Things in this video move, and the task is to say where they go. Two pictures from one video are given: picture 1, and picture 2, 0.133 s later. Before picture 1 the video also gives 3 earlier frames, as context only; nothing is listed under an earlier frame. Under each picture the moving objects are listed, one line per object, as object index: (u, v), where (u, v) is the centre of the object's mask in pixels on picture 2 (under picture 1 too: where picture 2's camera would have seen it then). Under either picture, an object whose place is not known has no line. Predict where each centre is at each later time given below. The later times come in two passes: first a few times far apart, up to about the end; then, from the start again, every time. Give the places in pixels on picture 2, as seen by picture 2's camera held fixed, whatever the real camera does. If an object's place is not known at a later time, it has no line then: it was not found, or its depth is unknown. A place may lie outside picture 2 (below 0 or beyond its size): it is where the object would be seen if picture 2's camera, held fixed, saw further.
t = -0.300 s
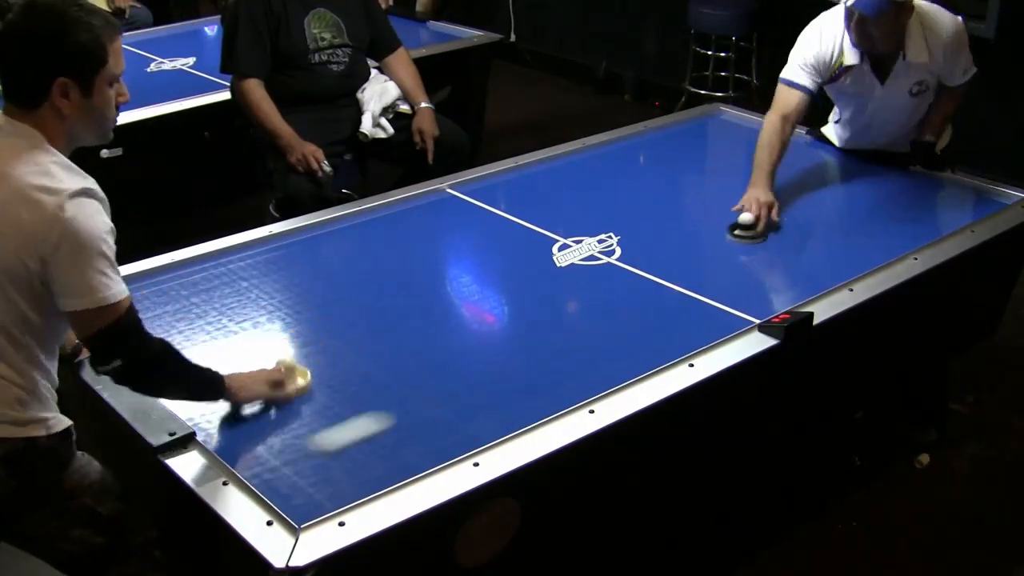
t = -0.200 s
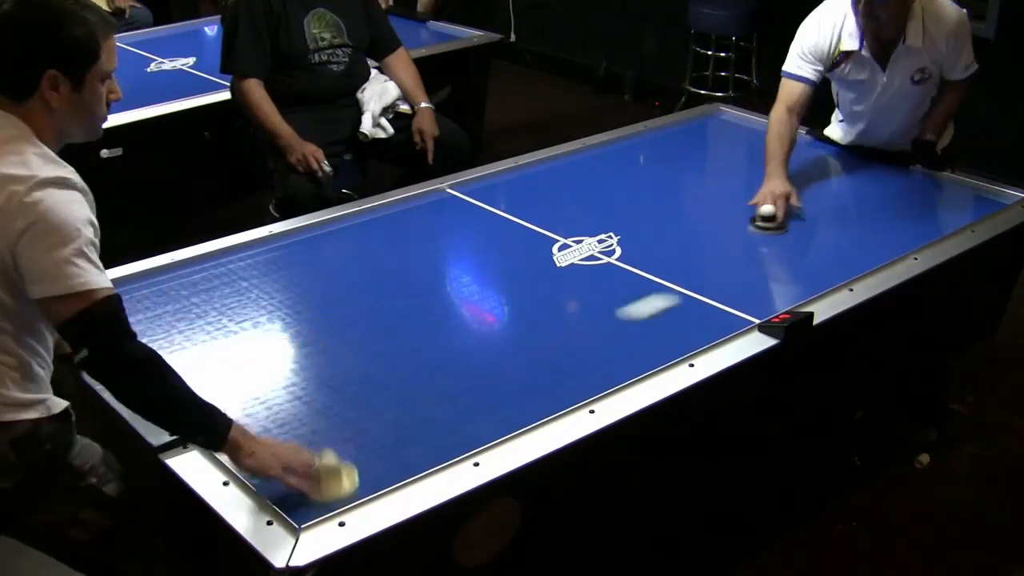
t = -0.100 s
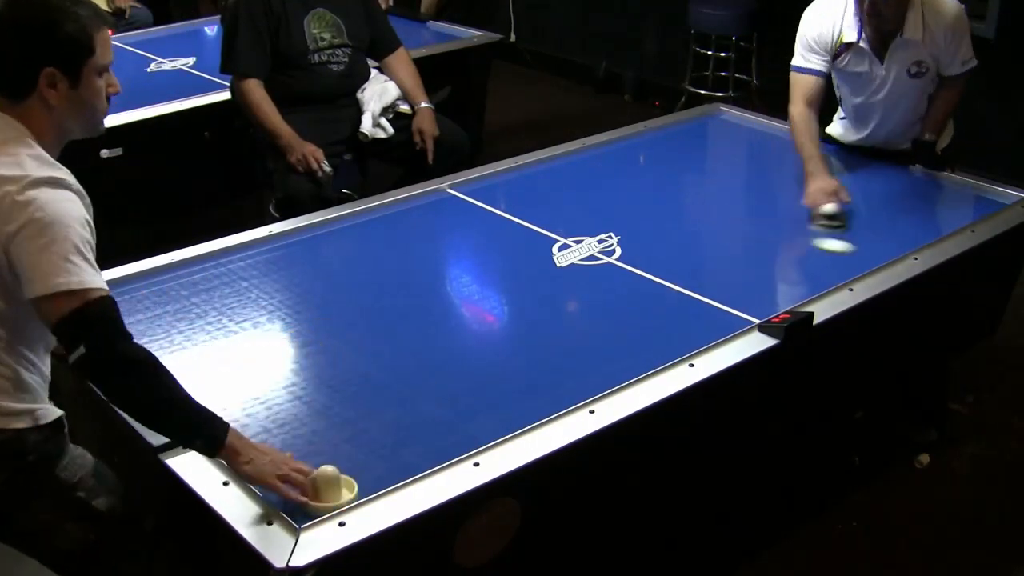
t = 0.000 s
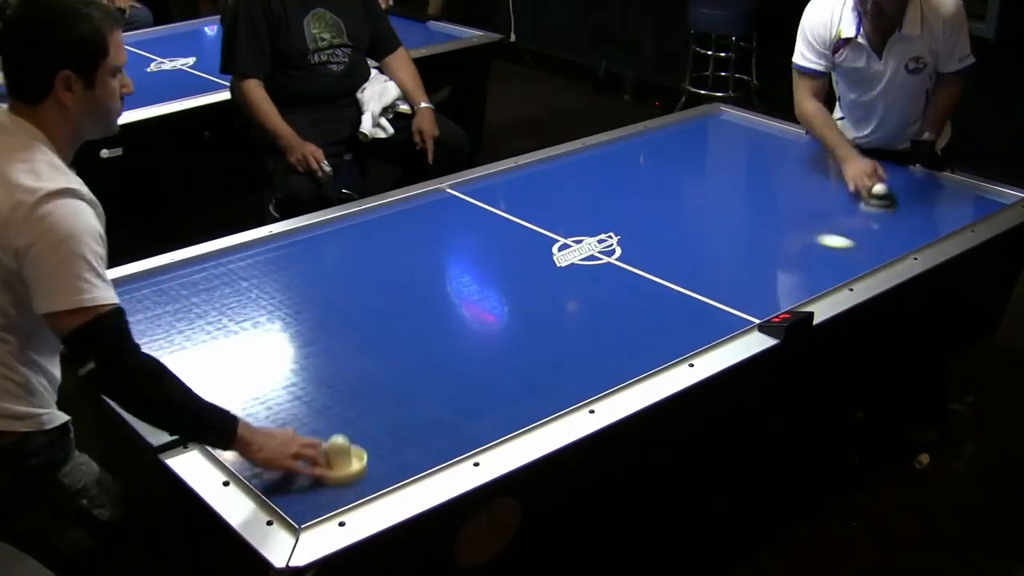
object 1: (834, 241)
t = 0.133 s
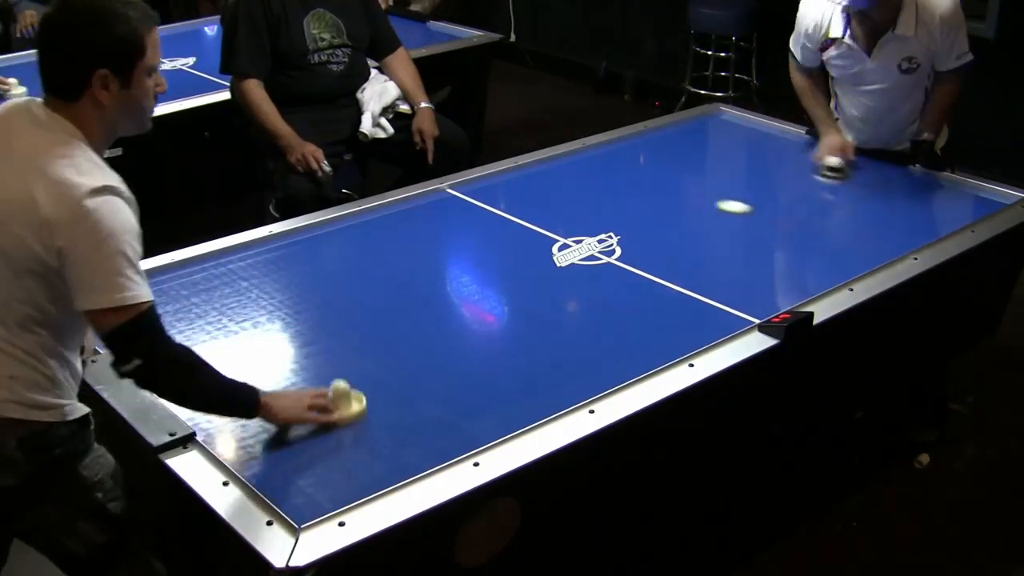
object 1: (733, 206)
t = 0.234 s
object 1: (665, 183)
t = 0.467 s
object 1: (629, 173)
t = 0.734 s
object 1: (767, 228)
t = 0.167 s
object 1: (709, 198)
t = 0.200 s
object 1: (687, 191)
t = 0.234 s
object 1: (665, 183)
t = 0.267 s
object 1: (644, 176)
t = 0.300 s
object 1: (624, 169)
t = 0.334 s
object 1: (605, 162)
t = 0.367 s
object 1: (587, 156)
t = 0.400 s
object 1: (598, 161)
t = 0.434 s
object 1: (613, 167)
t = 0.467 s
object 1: (629, 173)
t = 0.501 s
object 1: (644, 179)
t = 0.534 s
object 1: (660, 186)
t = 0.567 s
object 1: (677, 192)
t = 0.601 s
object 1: (694, 199)
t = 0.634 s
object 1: (711, 206)
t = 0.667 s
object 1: (730, 213)
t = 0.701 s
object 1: (748, 220)
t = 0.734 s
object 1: (767, 228)
